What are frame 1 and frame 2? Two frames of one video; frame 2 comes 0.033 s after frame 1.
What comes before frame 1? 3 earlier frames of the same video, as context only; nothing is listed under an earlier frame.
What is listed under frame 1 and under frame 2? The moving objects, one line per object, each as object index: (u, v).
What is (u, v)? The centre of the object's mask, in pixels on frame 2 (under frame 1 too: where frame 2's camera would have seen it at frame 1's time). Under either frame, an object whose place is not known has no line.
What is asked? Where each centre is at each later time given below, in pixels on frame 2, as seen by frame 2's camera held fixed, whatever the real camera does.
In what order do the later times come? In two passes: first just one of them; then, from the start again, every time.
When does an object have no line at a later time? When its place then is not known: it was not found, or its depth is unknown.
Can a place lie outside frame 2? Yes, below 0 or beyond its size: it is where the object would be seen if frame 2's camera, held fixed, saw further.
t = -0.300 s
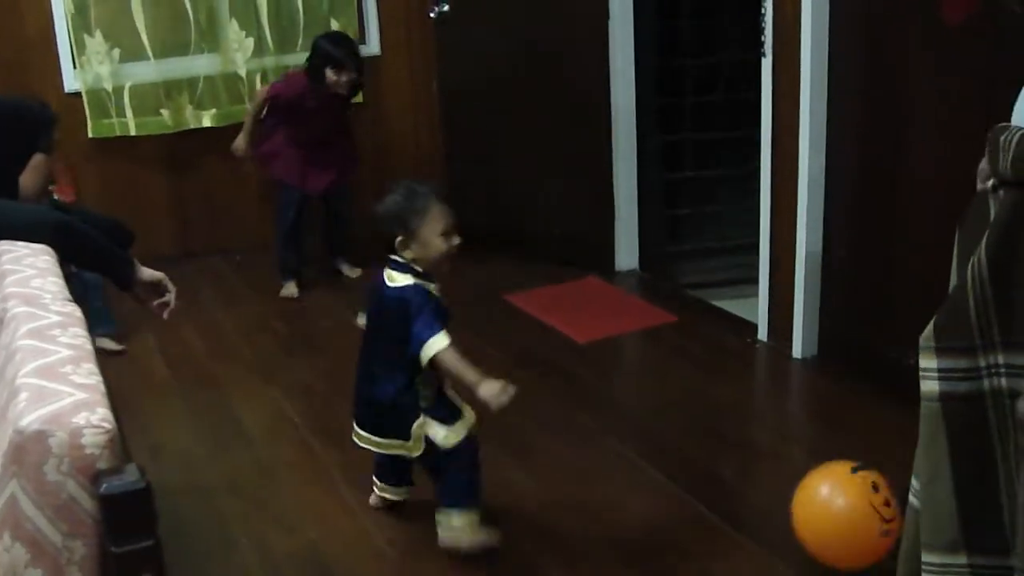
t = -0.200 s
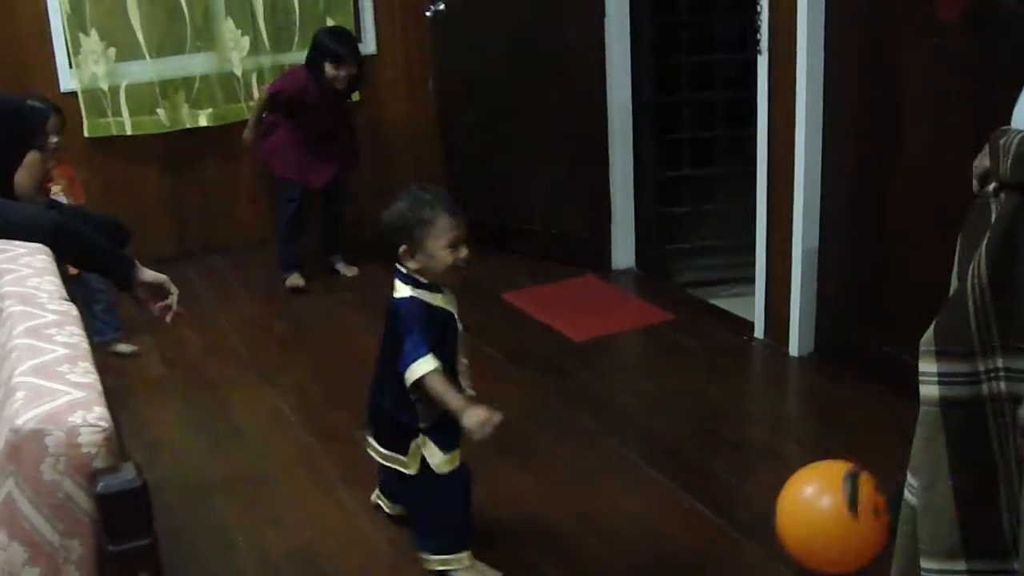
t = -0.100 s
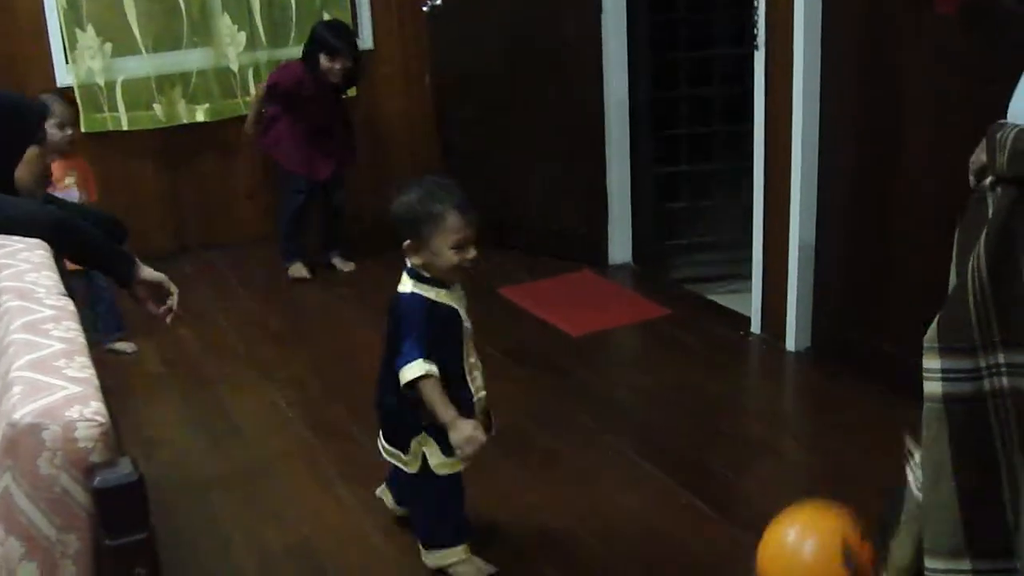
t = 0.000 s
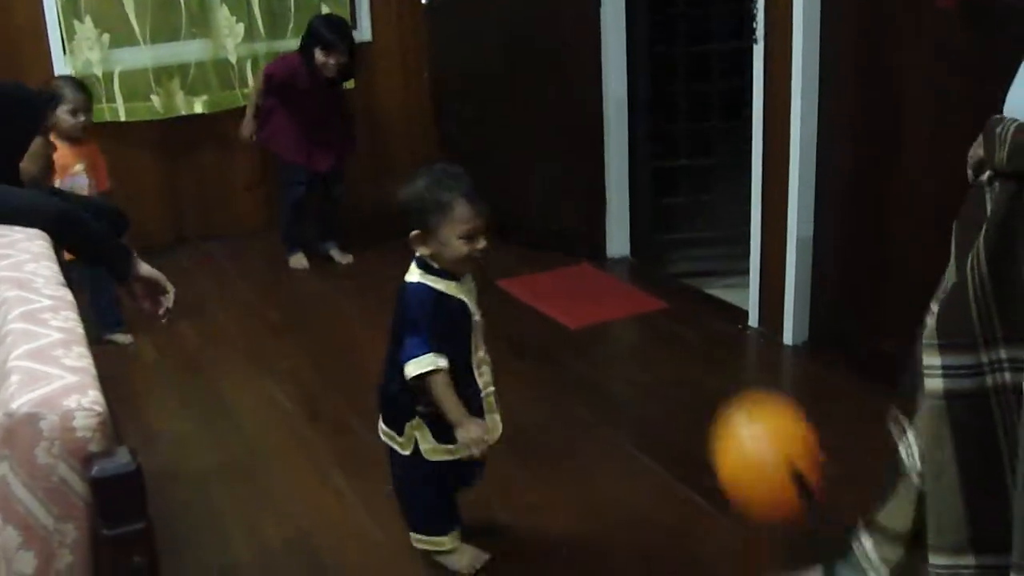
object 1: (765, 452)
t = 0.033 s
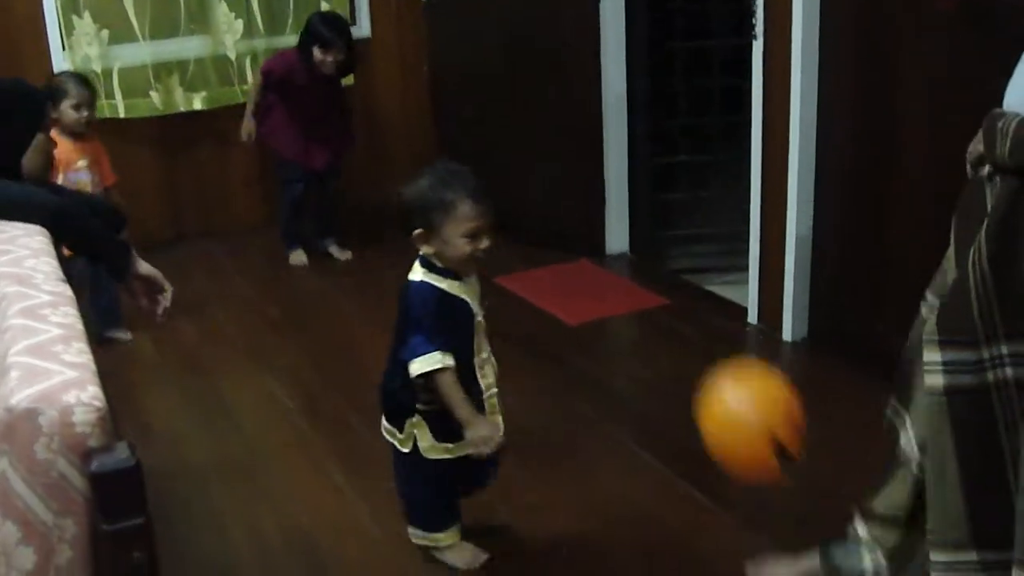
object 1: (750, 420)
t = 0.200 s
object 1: (686, 341)
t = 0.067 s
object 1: (737, 393)
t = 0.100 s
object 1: (722, 371)
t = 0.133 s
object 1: (709, 357)
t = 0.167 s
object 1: (697, 347)
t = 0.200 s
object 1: (686, 341)
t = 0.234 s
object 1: (676, 341)
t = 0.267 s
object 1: (666, 344)
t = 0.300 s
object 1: (657, 352)
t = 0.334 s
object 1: (649, 362)
